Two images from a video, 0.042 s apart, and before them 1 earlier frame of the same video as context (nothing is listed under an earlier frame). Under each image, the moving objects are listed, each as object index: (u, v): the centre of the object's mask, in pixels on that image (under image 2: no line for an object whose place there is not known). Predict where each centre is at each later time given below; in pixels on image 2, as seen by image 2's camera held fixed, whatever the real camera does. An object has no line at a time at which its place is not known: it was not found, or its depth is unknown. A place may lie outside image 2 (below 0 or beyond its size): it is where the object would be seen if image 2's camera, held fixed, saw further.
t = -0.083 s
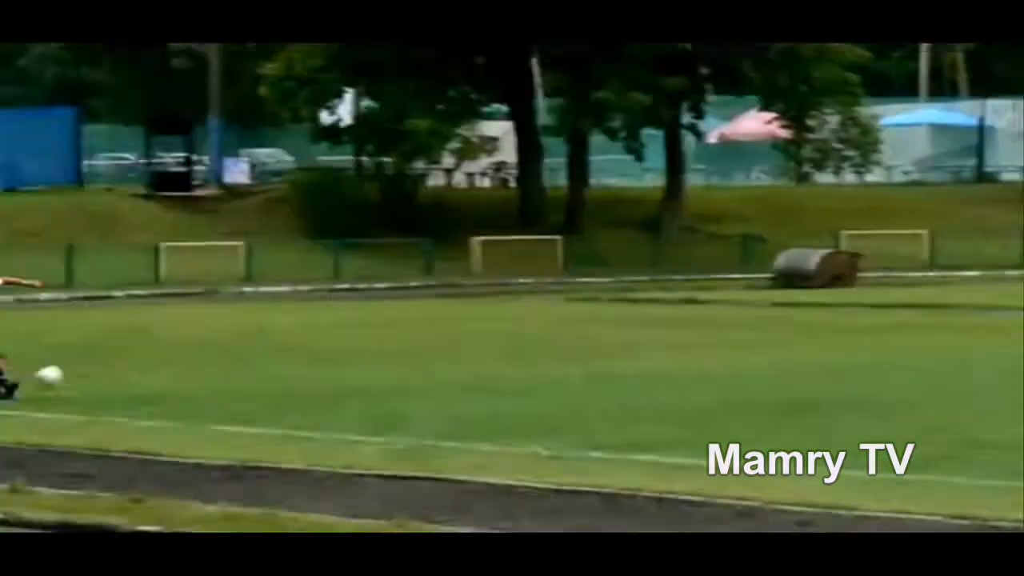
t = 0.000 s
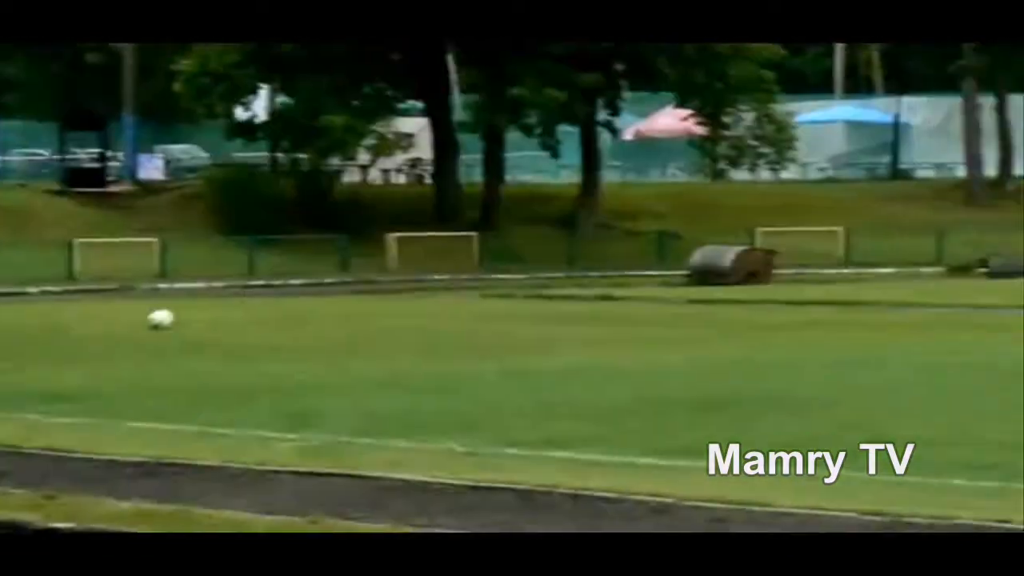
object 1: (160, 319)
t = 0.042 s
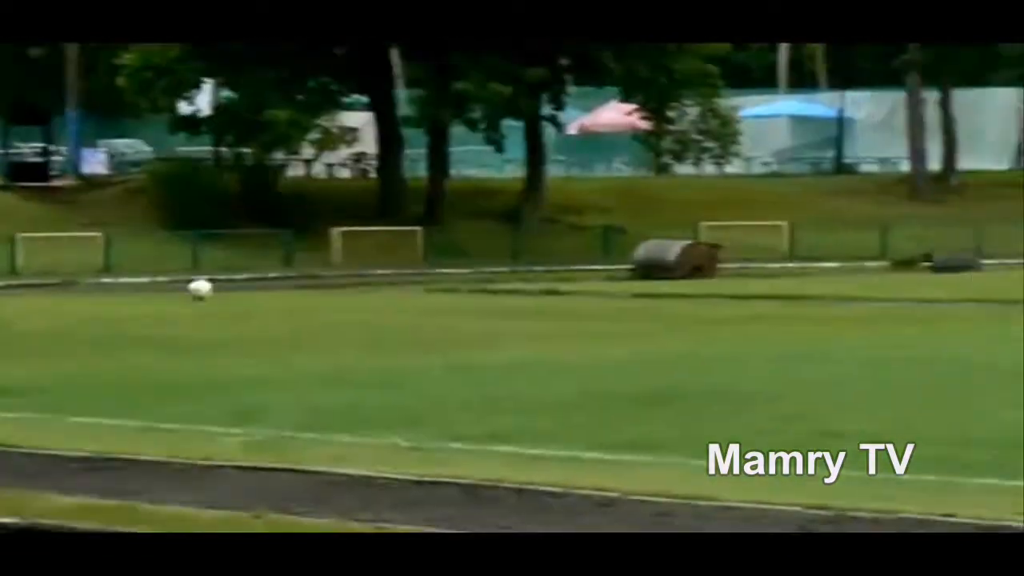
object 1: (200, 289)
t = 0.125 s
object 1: (381, 244)
